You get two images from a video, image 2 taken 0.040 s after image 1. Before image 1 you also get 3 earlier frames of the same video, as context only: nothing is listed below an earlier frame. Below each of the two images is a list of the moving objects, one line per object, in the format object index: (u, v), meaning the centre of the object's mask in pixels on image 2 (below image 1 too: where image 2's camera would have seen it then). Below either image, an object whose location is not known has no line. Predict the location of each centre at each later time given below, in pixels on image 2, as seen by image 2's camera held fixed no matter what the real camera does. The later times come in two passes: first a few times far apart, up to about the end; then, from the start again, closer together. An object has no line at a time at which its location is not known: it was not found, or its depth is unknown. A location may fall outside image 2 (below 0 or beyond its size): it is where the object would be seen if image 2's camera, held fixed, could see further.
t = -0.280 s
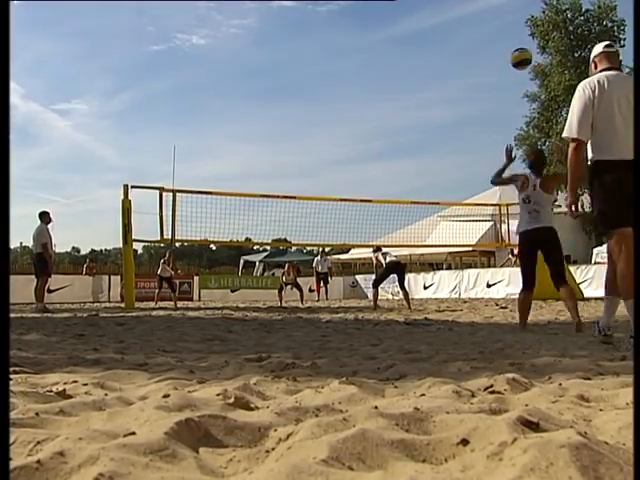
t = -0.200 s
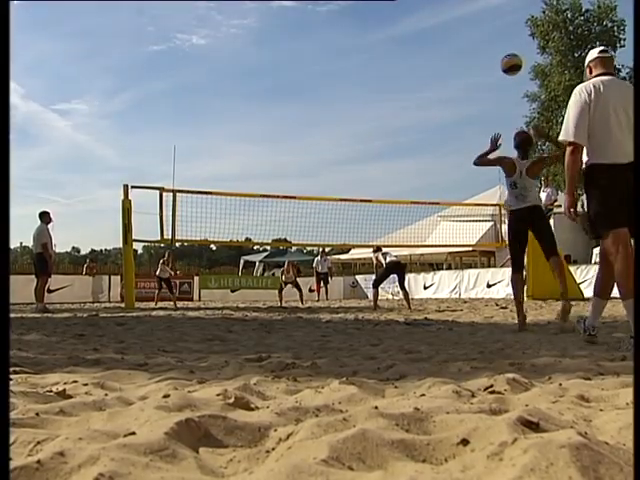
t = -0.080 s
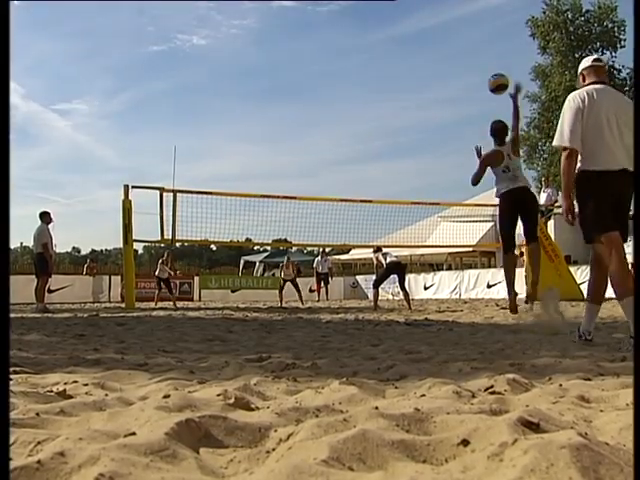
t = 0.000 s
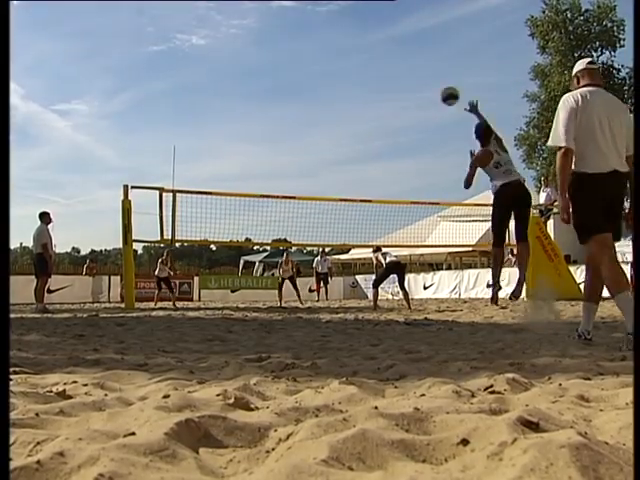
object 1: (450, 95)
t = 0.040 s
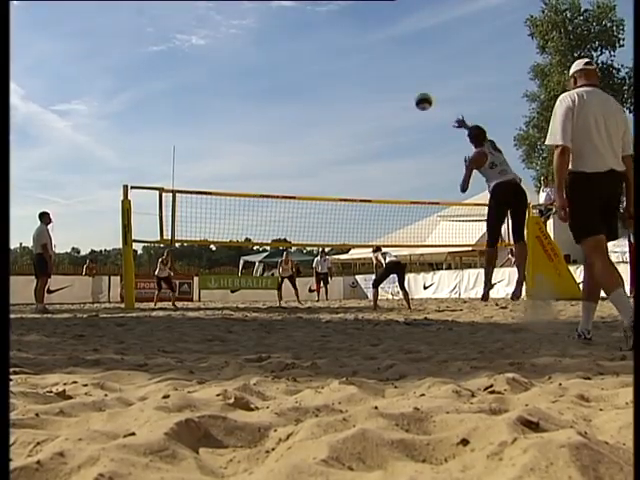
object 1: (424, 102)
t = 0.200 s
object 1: (348, 128)
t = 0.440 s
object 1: (281, 177)
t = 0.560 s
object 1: (261, 204)
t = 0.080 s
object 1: (401, 107)
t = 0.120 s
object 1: (381, 114)
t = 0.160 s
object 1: (363, 120)
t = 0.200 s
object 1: (348, 128)
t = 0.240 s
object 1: (333, 136)
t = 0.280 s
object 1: (321, 143)
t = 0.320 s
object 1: (309, 152)
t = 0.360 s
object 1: (298, 160)
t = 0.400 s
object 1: (289, 168)
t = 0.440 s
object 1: (281, 177)
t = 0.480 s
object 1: (274, 186)
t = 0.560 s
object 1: (261, 204)
